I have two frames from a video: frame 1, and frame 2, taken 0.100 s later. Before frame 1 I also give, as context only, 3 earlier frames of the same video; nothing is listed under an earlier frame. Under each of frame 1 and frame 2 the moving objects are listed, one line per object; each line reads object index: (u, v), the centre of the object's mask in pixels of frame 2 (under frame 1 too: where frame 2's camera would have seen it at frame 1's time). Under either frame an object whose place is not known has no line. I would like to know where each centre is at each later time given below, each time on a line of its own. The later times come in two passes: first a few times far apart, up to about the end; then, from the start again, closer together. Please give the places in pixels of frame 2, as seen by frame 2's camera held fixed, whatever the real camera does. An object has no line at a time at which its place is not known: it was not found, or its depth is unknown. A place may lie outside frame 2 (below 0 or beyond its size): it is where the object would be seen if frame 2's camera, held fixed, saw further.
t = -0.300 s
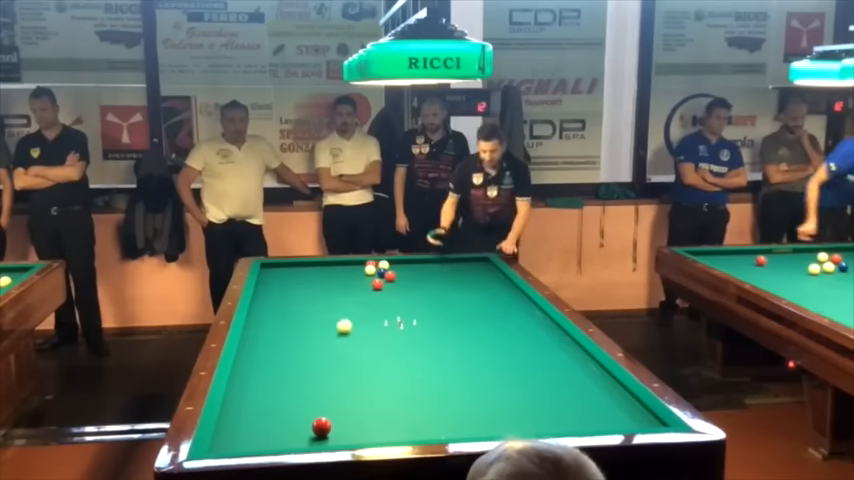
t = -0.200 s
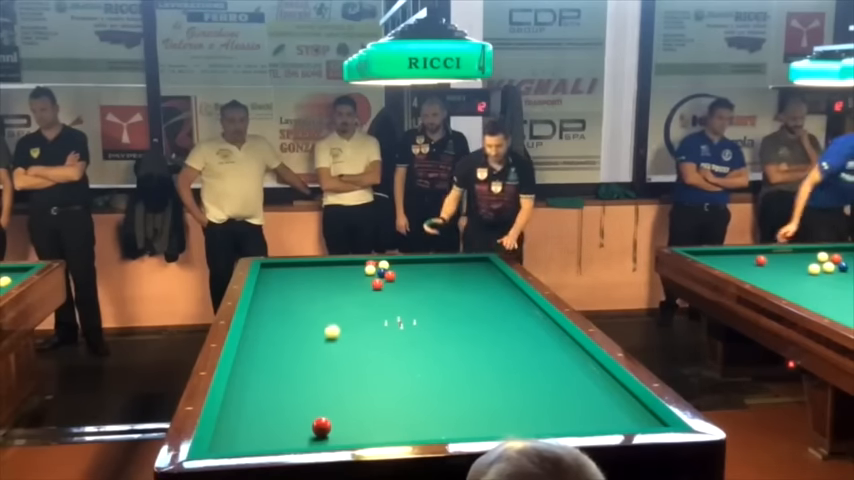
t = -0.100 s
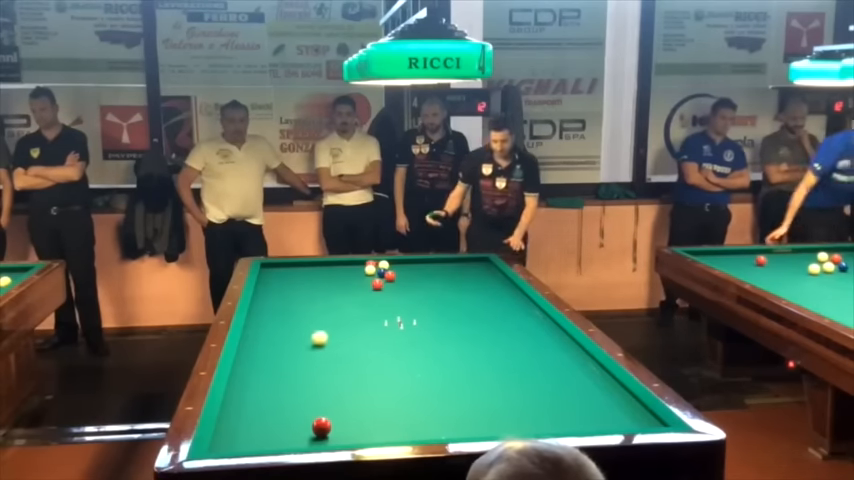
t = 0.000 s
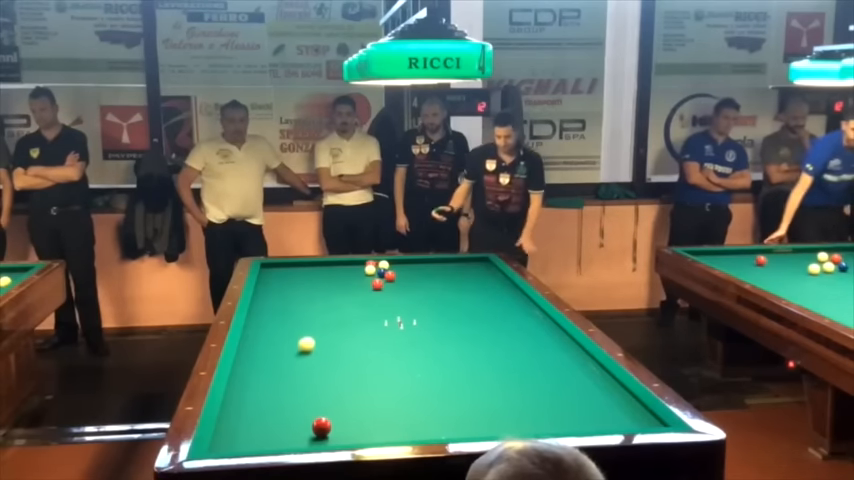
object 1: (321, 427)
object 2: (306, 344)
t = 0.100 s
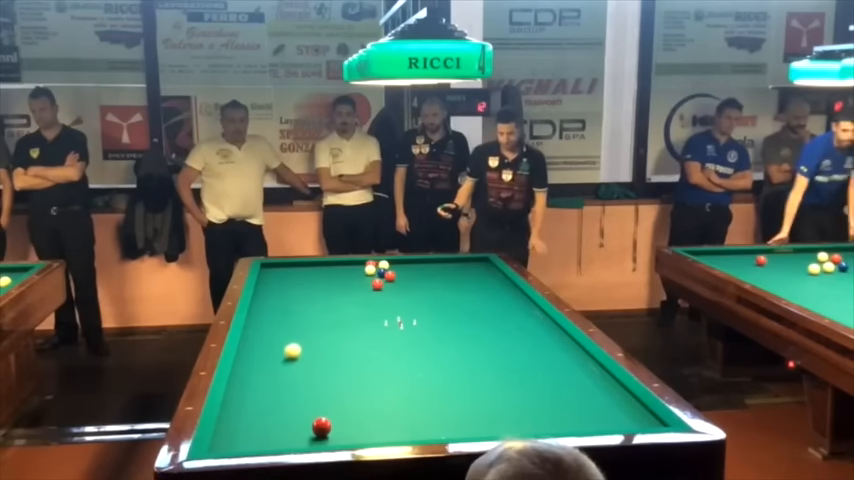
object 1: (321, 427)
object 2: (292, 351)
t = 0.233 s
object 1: (321, 427)
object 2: (273, 360)
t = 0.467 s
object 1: (321, 427)
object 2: (238, 378)
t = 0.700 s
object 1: (321, 427)
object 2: (255, 393)
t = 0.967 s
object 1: (321, 427)
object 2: (272, 412)
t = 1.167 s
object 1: (321, 426)
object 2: (284, 427)
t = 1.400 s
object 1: (321, 426)
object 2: (302, 440)
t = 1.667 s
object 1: (329, 422)
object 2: (312, 432)
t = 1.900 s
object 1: (340, 414)
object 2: (312, 430)
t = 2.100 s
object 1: (349, 408)
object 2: (313, 428)
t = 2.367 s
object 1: (361, 400)
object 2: (314, 426)
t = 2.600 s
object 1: (370, 394)
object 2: (315, 424)
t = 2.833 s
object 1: (378, 388)
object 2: (316, 422)
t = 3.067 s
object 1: (385, 383)
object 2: (316, 421)
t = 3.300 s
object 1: (392, 378)
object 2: (317, 420)
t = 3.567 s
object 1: (400, 373)
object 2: (317, 419)
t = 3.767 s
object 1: (406, 369)
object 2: (316, 419)
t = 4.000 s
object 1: (411, 365)
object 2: (316, 418)
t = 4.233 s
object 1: (417, 361)
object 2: (316, 418)
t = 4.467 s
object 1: (422, 358)
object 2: (316, 418)
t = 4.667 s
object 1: (426, 355)
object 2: (316, 418)
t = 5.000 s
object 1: (433, 351)
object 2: (316, 418)
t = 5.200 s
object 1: (436, 348)
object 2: (316, 418)
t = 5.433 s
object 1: (440, 346)
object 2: (316, 418)
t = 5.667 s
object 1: (443, 343)
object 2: (316, 418)
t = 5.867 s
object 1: (446, 341)
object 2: (316, 418)
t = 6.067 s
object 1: (449, 339)
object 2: (316, 418)
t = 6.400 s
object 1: (453, 337)
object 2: (316, 418)
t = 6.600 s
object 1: (455, 335)
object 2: (316, 418)
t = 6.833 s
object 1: (458, 334)
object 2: (316, 418)
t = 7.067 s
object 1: (460, 332)
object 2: (316, 418)
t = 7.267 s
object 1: (461, 331)
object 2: (316, 418)
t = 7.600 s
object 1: (464, 329)
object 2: (316, 418)
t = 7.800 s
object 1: (465, 329)
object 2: (316, 418)
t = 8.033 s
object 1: (467, 328)
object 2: (316, 418)
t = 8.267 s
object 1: (468, 327)
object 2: (316, 418)
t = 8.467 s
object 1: (469, 326)
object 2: (316, 418)
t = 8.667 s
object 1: (469, 326)
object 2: (316, 418)
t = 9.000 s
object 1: (470, 325)
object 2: (316, 418)
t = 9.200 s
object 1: (470, 325)
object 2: (316, 418)
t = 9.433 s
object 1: (471, 324)
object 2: (316, 418)
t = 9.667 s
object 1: (471, 324)
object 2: (316, 418)
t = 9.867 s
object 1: (471, 324)
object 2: (316, 418)
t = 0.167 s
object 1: (321, 427)
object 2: (283, 356)
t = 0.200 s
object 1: (321, 427)
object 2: (278, 358)
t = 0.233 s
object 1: (321, 427)
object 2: (273, 360)
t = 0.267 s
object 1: (321, 427)
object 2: (268, 363)
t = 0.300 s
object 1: (321, 427)
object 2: (262, 365)
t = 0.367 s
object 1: (321, 427)
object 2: (252, 370)
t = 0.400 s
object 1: (321, 427)
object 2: (246, 373)
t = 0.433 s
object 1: (321, 427)
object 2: (241, 375)
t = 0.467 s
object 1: (321, 427)
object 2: (238, 378)
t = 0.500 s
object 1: (321, 427)
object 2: (241, 380)
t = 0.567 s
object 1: (321, 427)
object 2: (246, 384)
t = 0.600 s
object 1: (321, 427)
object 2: (249, 386)
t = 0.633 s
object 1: (321, 427)
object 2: (252, 388)
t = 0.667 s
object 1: (321, 427)
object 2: (254, 390)
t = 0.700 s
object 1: (321, 427)
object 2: (255, 393)
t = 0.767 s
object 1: (321, 427)
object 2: (259, 397)
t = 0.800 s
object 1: (321, 427)
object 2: (261, 400)
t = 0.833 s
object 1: (321, 427)
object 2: (263, 402)
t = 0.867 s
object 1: (321, 427)
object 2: (265, 404)
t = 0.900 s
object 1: (321, 427)
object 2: (267, 406)
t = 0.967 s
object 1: (321, 427)
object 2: (272, 412)
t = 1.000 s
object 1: (321, 426)
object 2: (274, 414)
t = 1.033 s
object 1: (321, 426)
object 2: (276, 417)
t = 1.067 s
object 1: (321, 426)
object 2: (278, 420)
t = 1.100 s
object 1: (321, 426)
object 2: (280, 422)
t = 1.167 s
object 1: (321, 426)
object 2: (284, 427)
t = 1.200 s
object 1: (321, 426)
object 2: (287, 430)
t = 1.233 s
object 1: (321, 426)
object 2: (289, 433)
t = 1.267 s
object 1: (321, 426)
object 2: (291, 435)
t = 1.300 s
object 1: (321, 426)
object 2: (293, 438)
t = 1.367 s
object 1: (321, 426)
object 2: (299, 441)
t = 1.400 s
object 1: (321, 426)
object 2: (302, 440)
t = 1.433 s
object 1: (321, 427)
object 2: (304, 439)
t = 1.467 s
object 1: (322, 426)
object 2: (306, 437)
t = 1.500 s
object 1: (322, 426)
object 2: (308, 436)
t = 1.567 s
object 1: (325, 425)
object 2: (311, 433)
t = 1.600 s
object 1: (326, 424)
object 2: (311, 433)
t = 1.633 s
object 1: (327, 423)
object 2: (311, 433)
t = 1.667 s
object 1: (329, 422)
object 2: (312, 432)
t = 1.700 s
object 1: (330, 421)
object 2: (312, 432)
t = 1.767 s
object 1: (334, 419)
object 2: (312, 431)
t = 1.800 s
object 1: (335, 417)
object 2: (312, 431)
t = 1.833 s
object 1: (337, 416)
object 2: (312, 431)
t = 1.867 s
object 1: (338, 415)
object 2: (312, 430)
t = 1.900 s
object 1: (340, 414)
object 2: (312, 430)
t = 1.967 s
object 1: (343, 412)
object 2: (313, 429)
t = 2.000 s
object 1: (345, 411)
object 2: (313, 429)
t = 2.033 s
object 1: (346, 410)
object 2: (313, 429)
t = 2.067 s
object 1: (348, 409)
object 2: (313, 428)
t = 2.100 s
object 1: (349, 408)
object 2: (313, 428)
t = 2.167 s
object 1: (352, 406)
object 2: (314, 427)
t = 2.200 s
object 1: (354, 405)
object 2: (313, 427)
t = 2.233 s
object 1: (355, 404)
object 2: (314, 427)
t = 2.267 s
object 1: (356, 403)
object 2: (314, 426)
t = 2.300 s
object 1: (358, 402)
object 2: (314, 426)
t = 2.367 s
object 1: (361, 400)
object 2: (314, 426)
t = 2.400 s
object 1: (362, 399)
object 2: (314, 426)
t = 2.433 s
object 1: (363, 398)
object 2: (315, 425)
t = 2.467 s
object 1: (364, 397)
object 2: (315, 425)
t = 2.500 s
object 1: (366, 396)
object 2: (315, 425)
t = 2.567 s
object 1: (368, 395)
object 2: (315, 424)
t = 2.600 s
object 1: (370, 394)
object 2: (315, 424)
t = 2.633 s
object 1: (371, 393)
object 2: (315, 424)
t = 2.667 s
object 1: (372, 392)
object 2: (315, 423)
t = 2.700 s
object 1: (373, 391)
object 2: (315, 423)
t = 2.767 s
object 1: (375, 390)
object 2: (316, 423)
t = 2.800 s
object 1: (377, 389)
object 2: (316, 423)
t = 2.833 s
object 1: (378, 388)
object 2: (316, 422)
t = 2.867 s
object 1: (379, 387)
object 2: (316, 422)
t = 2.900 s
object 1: (380, 387)
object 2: (316, 422)
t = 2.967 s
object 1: (382, 385)
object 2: (316, 422)
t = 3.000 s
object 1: (383, 384)
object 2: (316, 421)
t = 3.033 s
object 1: (385, 384)
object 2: (316, 421)
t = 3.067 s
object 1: (385, 383)
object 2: (316, 421)
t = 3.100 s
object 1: (386, 382)
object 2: (316, 421)
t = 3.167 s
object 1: (388, 381)
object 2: (316, 421)
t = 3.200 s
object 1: (389, 380)
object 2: (316, 420)
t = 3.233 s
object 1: (390, 379)
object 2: (317, 420)
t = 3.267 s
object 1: (392, 379)
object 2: (317, 420)
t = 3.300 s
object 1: (392, 378)
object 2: (317, 420)
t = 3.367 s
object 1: (395, 377)
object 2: (317, 420)
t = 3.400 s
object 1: (395, 376)
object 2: (317, 420)
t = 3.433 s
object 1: (396, 375)
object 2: (317, 420)
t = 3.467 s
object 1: (397, 375)
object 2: (317, 420)
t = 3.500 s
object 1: (398, 374)
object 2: (317, 420)
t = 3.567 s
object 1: (400, 373)
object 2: (317, 419)
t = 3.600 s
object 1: (401, 372)
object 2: (317, 419)
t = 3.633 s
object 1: (402, 371)
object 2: (317, 419)
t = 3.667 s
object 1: (403, 371)
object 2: (317, 419)
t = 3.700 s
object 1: (404, 370)
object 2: (316, 419)
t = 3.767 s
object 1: (406, 369)
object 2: (316, 419)
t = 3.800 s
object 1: (406, 368)
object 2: (316, 419)
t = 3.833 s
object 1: (407, 368)
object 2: (316, 419)
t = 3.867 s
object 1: (408, 367)
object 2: (316, 419)
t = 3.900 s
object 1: (409, 367)
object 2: (316, 419)
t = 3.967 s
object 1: (411, 365)
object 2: (316, 419)
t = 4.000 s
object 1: (411, 365)
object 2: (316, 418)
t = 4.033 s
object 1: (412, 364)
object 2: (316, 418)
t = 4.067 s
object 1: (413, 364)
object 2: (316, 418)
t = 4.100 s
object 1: (414, 363)
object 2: (316, 418)
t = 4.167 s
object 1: (416, 362)
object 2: (316, 418)
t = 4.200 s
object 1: (416, 362)
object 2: (316, 418)
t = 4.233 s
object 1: (417, 361)
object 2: (316, 418)
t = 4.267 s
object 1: (418, 361)
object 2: (316, 418)
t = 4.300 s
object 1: (419, 360)
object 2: (316, 418)
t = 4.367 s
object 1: (420, 360)
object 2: (316, 418)
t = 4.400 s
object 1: (421, 359)
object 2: (316, 418)
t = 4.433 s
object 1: (422, 358)
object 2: (316, 418)
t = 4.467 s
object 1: (422, 358)
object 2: (316, 418)
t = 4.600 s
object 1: (425, 356)
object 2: (316, 418)
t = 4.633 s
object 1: (426, 355)
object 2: (316, 418)
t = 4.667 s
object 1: (426, 355)
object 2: (316, 418)
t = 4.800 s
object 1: (429, 353)
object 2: (316, 418)
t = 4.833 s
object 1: (429, 353)
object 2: (316, 418)
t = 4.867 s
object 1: (430, 353)
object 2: (316, 418)
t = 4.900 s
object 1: (431, 352)
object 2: (316, 418)
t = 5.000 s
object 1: (433, 351)
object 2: (316, 418)
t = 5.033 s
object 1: (433, 350)
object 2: (316, 418)
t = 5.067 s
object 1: (434, 350)
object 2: (316, 418)
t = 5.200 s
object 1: (436, 348)
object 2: (316, 418)
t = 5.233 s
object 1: (437, 348)
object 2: (316, 418)
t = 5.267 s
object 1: (437, 347)
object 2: (316, 418)
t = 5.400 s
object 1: (440, 346)
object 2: (316, 418)
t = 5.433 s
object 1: (440, 346)
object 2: (316, 418)
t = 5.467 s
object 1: (440, 345)
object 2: (316, 418)
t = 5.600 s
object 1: (442, 344)
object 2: (316, 418)
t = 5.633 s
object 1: (443, 343)
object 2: (316, 418)
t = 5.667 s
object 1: (443, 343)
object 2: (316, 418)
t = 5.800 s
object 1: (445, 341)
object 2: (316, 418)
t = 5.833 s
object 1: (446, 341)
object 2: (316, 418)
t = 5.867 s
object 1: (446, 341)
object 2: (316, 418)
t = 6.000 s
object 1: (448, 340)
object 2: (316, 418)
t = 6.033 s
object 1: (449, 340)
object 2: (316, 418)
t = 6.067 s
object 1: (449, 339)
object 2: (316, 418)
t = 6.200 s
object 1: (451, 338)
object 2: (316, 418)
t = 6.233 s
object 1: (451, 338)
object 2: (316, 418)
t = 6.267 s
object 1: (452, 338)
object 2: (316, 418)
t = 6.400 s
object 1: (453, 337)
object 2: (316, 418)
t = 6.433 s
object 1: (454, 336)
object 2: (316, 418)
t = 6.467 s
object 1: (454, 336)
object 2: (316, 418)
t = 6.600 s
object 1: (455, 335)
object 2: (316, 418)
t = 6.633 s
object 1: (456, 335)
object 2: (316, 418)
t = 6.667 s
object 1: (456, 335)
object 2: (316, 418)
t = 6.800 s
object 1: (457, 334)
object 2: (316, 418)
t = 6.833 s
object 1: (458, 334)
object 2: (316, 418)
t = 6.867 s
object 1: (458, 333)
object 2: (316, 418)
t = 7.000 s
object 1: (459, 332)
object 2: (316, 418)
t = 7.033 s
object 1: (460, 332)
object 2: (316, 418)
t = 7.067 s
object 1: (460, 332)
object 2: (316, 418)
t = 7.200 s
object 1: (461, 331)
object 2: (316, 418)
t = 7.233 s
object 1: (461, 331)
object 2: (316, 418)
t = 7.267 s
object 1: (461, 331)
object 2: (316, 418)
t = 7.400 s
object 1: (462, 330)
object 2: (316, 418)
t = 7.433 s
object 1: (463, 330)
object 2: (316, 418)
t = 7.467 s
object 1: (463, 330)
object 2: (316, 418)
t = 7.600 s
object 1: (464, 329)
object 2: (316, 418)
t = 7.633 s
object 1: (464, 329)
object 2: (316, 418)
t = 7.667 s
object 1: (464, 329)
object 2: (316, 418)
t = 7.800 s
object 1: (465, 329)
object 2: (316, 418)
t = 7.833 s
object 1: (465, 328)
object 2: (316, 418)
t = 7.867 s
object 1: (466, 328)
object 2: (316, 418)
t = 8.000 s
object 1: (466, 328)
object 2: (316, 418)
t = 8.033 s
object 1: (467, 328)
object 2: (316, 418)
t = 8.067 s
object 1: (467, 328)
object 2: (316, 418)
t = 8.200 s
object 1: (467, 327)
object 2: (316, 418)
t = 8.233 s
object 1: (467, 327)
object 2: (316, 418)
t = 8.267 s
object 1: (468, 327)
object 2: (316, 418)
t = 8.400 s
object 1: (469, 326)
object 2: (316, 418)
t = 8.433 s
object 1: (469, 326)
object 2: (316, 418)
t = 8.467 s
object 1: (469, 326)
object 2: (316, 418)
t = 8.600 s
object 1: (469, 326)
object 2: (316, 418)
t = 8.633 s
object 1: (469, 326)
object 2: (316, 418)
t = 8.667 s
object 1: (469, 326)
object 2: (316, 418)
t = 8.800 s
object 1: (470, 325)
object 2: (316, 418)
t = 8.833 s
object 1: (470, 325)
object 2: (316, 418)
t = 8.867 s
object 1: (470, 325)
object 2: (316, 418)
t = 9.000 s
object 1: (470, 325)
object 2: (316, 418)
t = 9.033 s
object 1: (470, 325)
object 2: (316, 418)
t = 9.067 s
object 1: (470, 324)
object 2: (316, 418)
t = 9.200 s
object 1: (470, 325)
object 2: (316, 418)
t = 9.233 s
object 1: (470, 324)
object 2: (316, 418)
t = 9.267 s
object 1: (470, 324)
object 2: (316, 418)
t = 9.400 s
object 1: (471, 324)
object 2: (316, 418)
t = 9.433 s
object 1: (471, 324)
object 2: (316, 418)
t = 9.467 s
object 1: (471, 324)
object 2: (316, 418)
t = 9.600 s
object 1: (471, 324)
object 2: (316, 418)
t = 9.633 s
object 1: (471, 324)
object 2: (316, 418)
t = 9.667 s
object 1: (471, 324)
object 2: (316, 418)
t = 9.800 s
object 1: (471, 324)
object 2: (316, 418)
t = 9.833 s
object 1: (471, 324)
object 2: (316, 418)
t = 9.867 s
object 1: (471, 324)
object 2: (316, 418)
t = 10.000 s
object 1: (471, 324)
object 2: (316, 418)
